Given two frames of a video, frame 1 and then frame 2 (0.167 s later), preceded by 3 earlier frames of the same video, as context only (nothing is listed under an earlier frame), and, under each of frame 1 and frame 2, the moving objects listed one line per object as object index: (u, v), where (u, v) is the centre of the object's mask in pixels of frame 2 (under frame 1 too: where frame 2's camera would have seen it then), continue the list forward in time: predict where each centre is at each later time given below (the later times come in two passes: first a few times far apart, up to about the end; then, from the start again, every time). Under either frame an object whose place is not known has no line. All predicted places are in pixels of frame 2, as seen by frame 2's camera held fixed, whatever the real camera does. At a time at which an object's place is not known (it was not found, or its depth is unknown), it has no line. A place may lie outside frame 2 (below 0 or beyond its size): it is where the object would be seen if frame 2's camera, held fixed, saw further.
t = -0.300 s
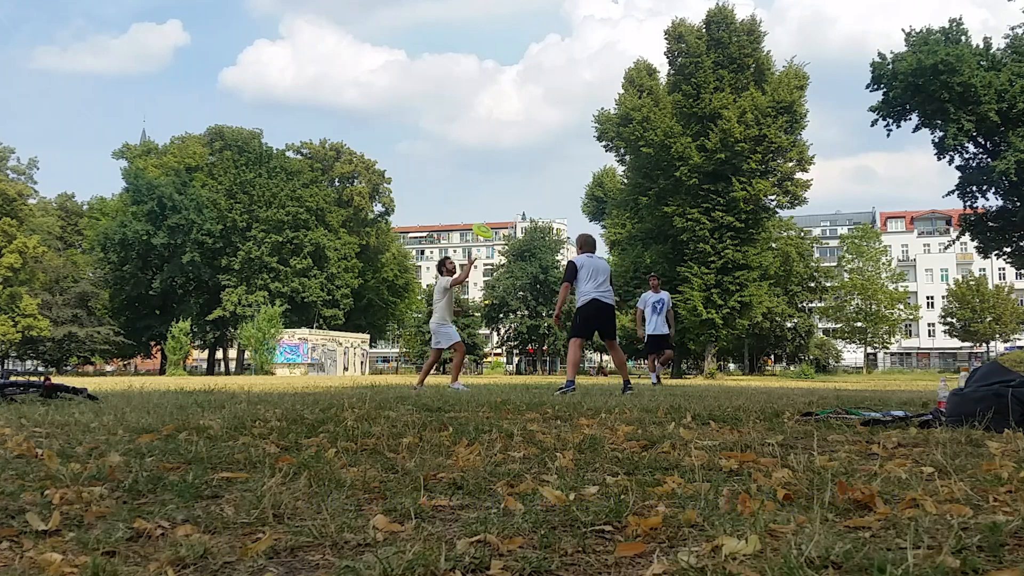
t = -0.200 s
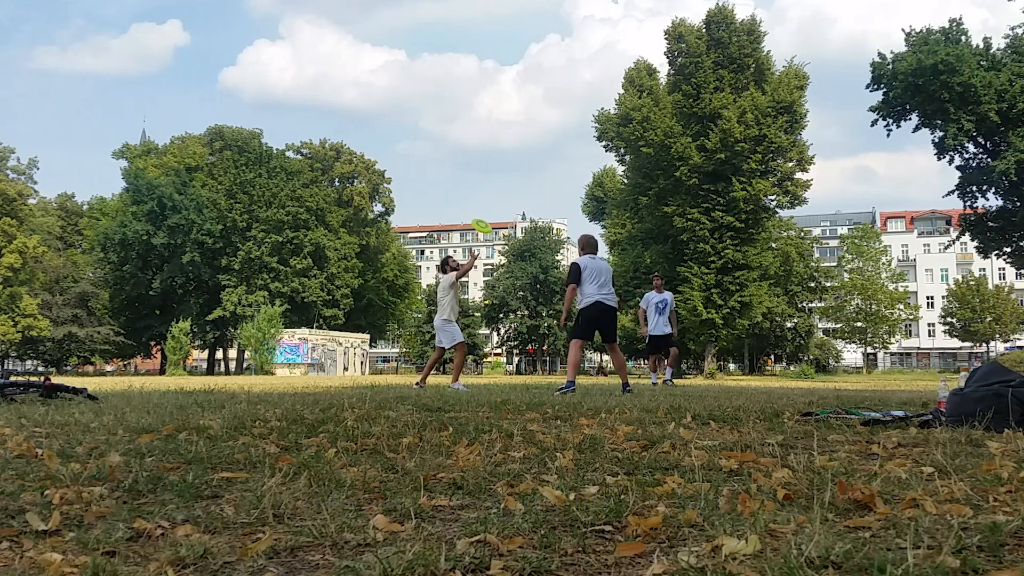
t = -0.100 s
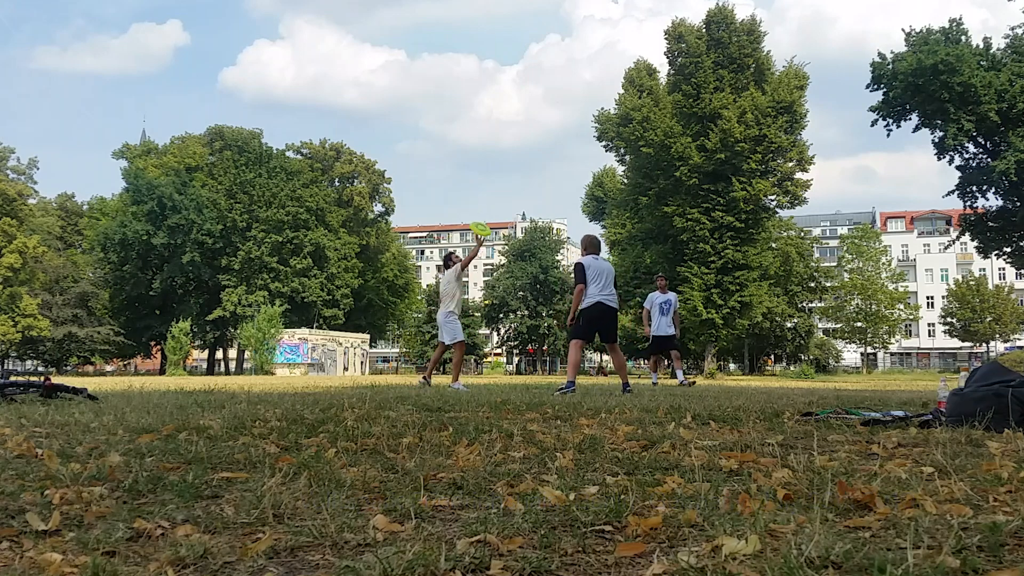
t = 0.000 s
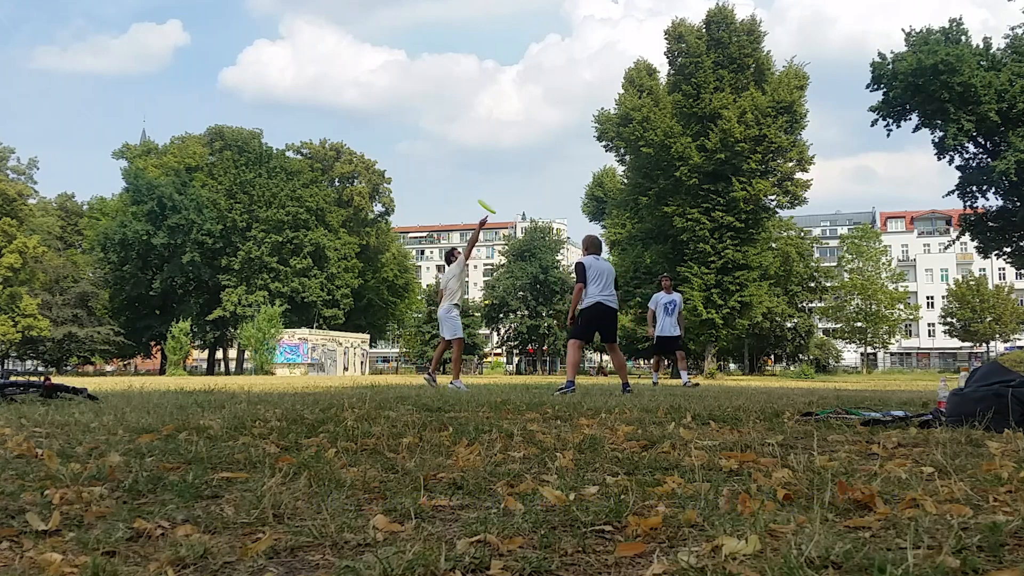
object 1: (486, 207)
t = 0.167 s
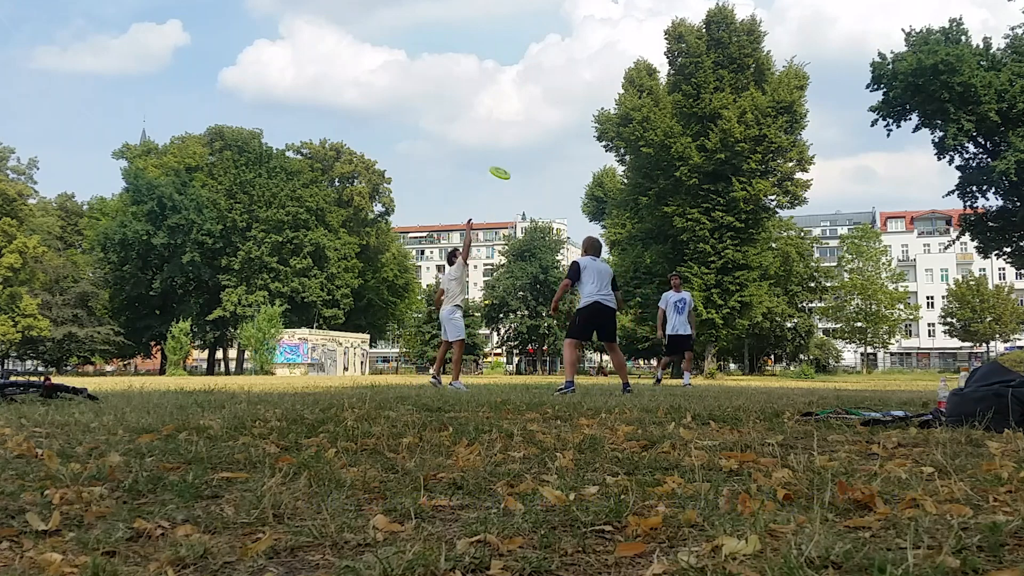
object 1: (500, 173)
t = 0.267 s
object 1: (506, 165)
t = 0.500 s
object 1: (521, 182)
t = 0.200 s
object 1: (502, 169)
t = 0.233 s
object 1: (504, 167)
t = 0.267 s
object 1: (506, 165)
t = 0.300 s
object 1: (509, 165)
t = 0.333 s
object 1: (511, 165)
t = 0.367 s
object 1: (513, 166)
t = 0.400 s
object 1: (515, 169)
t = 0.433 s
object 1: (517, 172)
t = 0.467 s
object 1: (519, 176)
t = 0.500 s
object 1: (521, 182)
